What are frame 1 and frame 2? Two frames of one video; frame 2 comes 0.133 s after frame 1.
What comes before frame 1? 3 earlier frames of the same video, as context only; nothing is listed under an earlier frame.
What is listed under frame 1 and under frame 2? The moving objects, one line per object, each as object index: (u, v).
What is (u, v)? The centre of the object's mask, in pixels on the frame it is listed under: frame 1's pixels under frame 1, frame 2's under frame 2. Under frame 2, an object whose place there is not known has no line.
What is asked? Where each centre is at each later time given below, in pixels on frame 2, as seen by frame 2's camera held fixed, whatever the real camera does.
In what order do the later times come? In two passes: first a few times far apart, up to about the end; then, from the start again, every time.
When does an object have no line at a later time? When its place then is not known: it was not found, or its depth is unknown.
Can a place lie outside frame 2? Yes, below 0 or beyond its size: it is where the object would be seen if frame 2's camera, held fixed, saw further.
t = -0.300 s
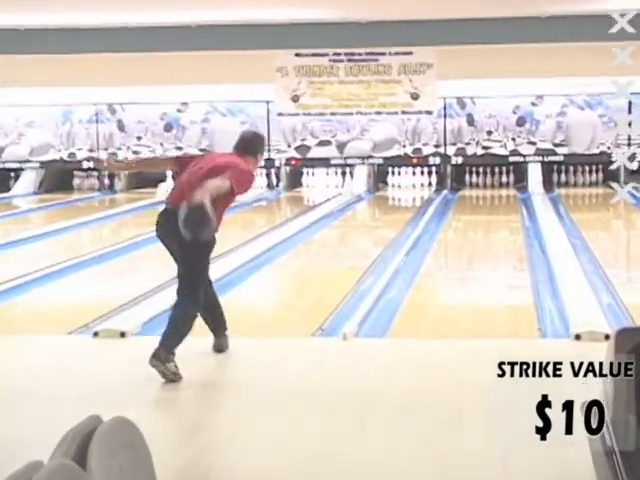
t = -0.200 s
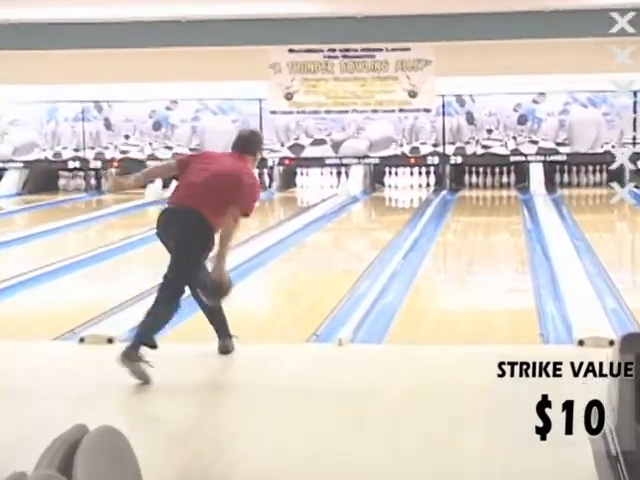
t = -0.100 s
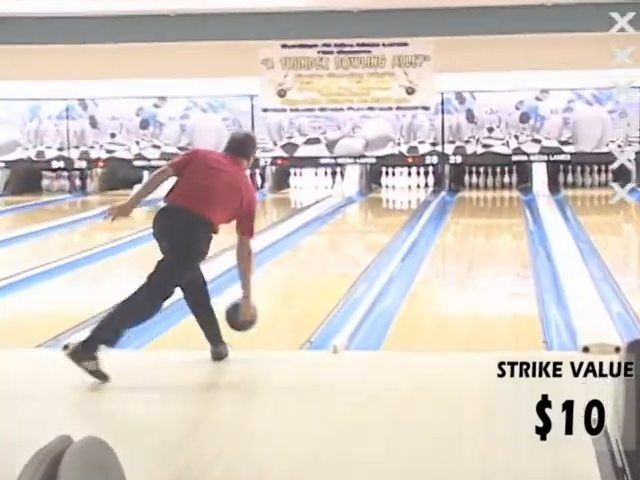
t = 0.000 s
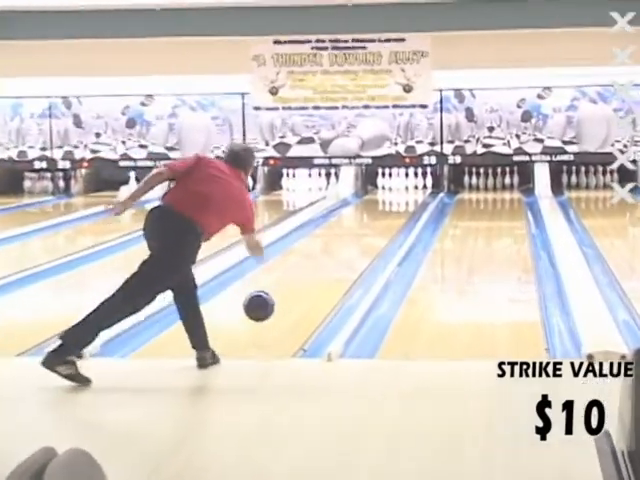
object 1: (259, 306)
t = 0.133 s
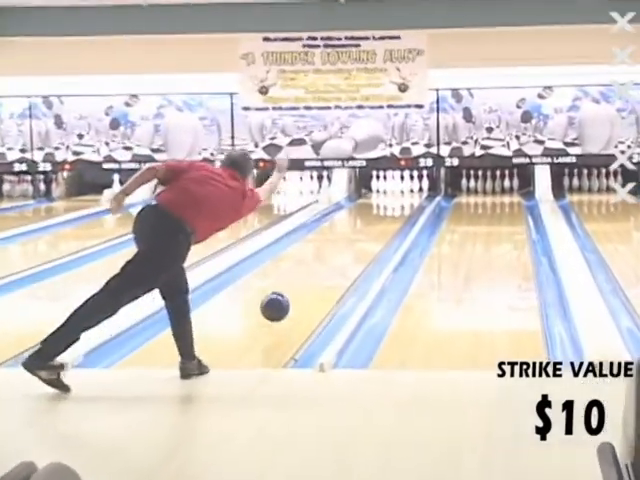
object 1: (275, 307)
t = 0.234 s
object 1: (291, 301)
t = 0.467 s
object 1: (321, 274)
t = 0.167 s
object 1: (281, 309)
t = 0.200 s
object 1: (286, 305)
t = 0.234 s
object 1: (291, 301)
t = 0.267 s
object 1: (296, 297)
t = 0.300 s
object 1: (301, 293)
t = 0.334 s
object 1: (306, 289)
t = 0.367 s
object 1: (310, 285)
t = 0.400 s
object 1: (314, 281)
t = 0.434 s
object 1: (318, 277)
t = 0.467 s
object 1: (321, 274)
